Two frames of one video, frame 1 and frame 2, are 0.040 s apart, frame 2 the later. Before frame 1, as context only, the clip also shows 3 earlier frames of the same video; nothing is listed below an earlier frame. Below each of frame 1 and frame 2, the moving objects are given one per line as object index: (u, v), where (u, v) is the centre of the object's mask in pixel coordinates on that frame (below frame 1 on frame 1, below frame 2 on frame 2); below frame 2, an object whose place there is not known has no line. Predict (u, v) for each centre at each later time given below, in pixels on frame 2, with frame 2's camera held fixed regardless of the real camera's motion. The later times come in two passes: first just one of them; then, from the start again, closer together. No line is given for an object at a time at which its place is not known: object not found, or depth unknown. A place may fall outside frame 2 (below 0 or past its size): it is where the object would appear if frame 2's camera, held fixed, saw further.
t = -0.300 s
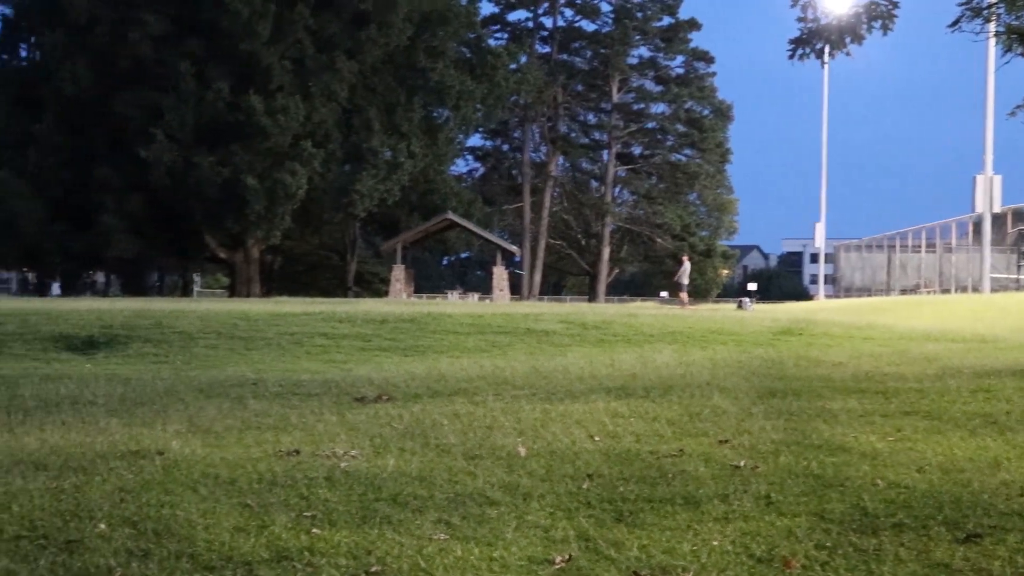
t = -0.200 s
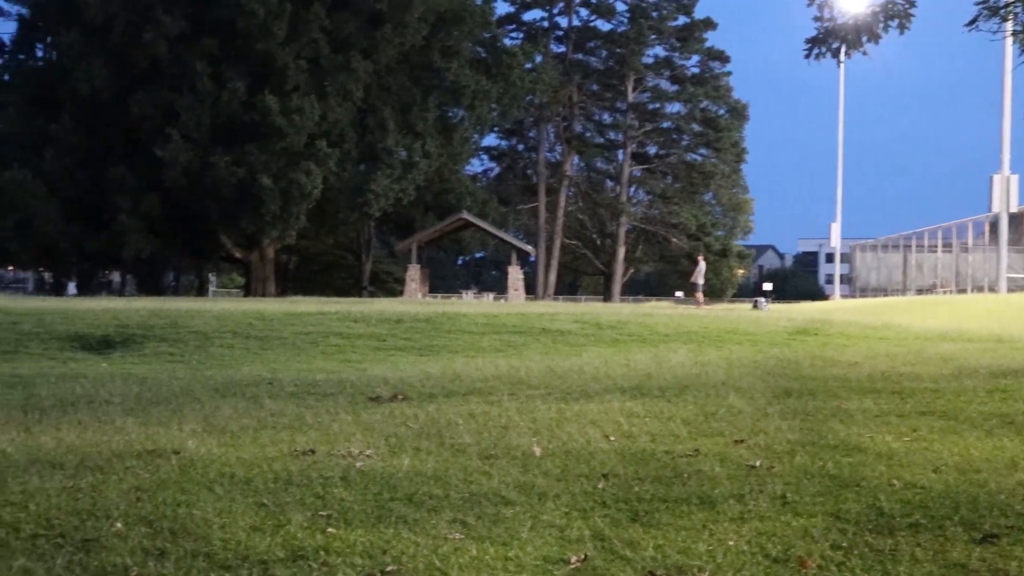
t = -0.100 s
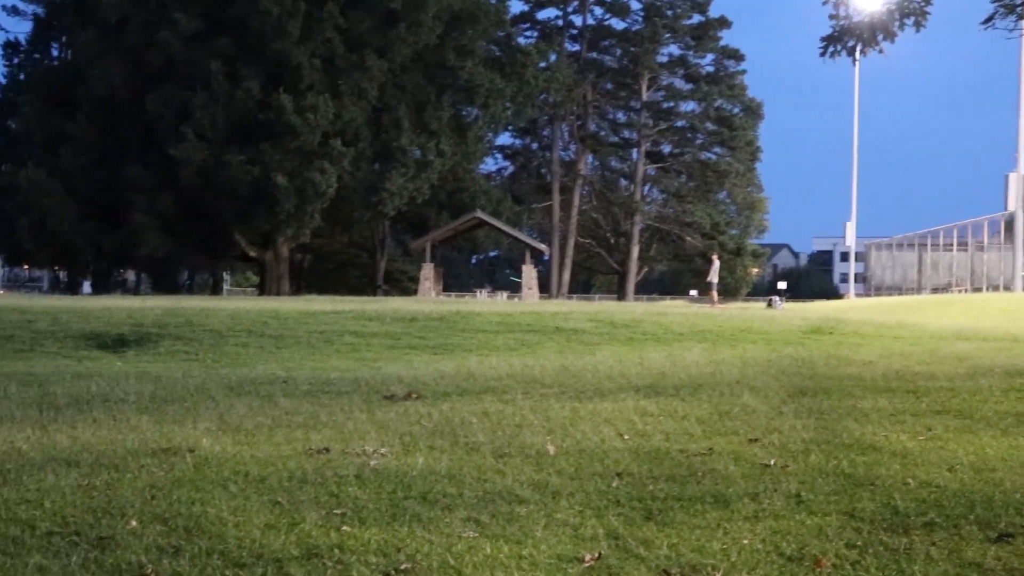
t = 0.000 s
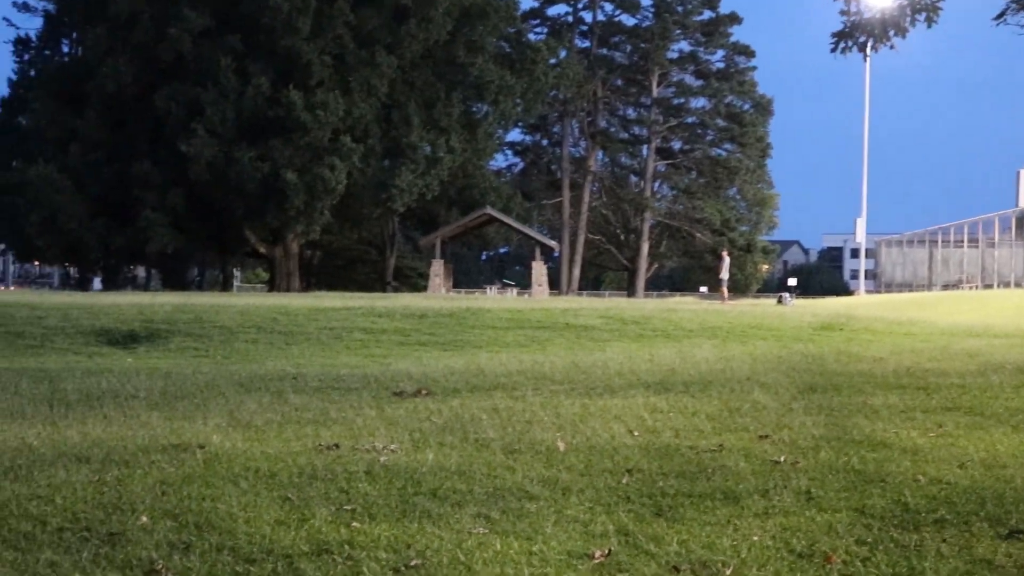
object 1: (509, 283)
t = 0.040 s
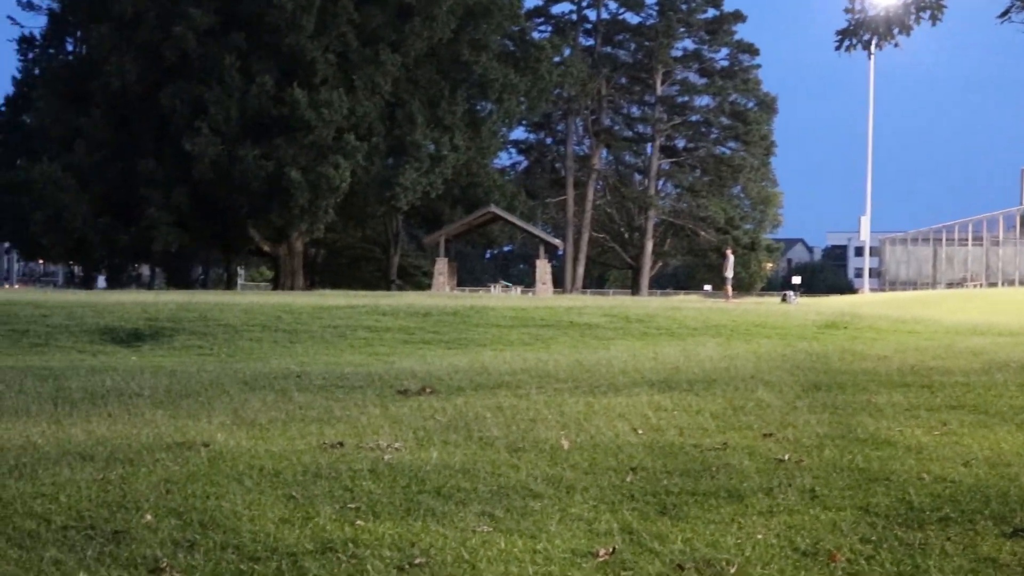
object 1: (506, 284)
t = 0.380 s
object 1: (454, 319)
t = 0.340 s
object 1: (460, 314)
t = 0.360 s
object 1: (456, 316)
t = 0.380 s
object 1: (454, 319)
